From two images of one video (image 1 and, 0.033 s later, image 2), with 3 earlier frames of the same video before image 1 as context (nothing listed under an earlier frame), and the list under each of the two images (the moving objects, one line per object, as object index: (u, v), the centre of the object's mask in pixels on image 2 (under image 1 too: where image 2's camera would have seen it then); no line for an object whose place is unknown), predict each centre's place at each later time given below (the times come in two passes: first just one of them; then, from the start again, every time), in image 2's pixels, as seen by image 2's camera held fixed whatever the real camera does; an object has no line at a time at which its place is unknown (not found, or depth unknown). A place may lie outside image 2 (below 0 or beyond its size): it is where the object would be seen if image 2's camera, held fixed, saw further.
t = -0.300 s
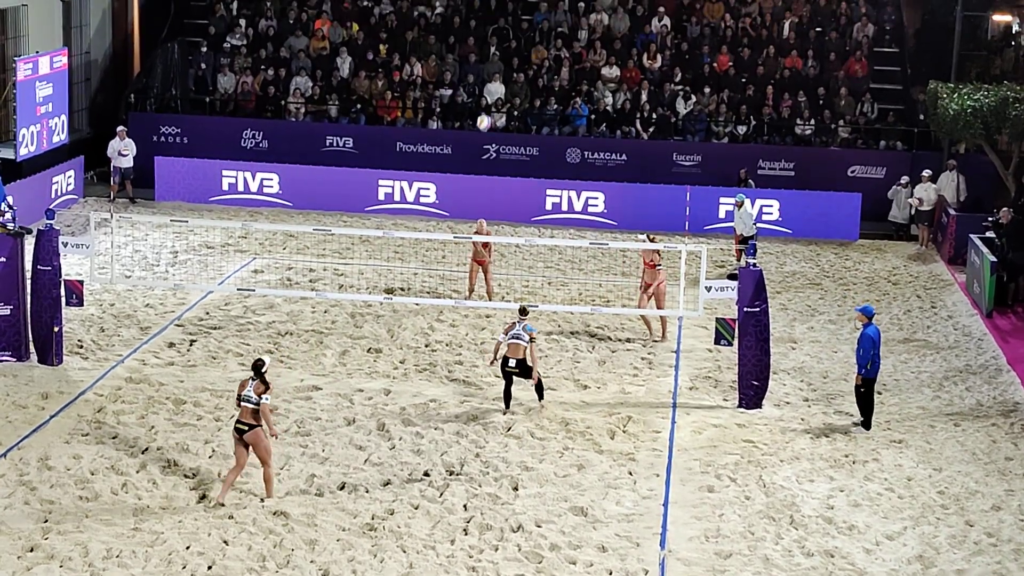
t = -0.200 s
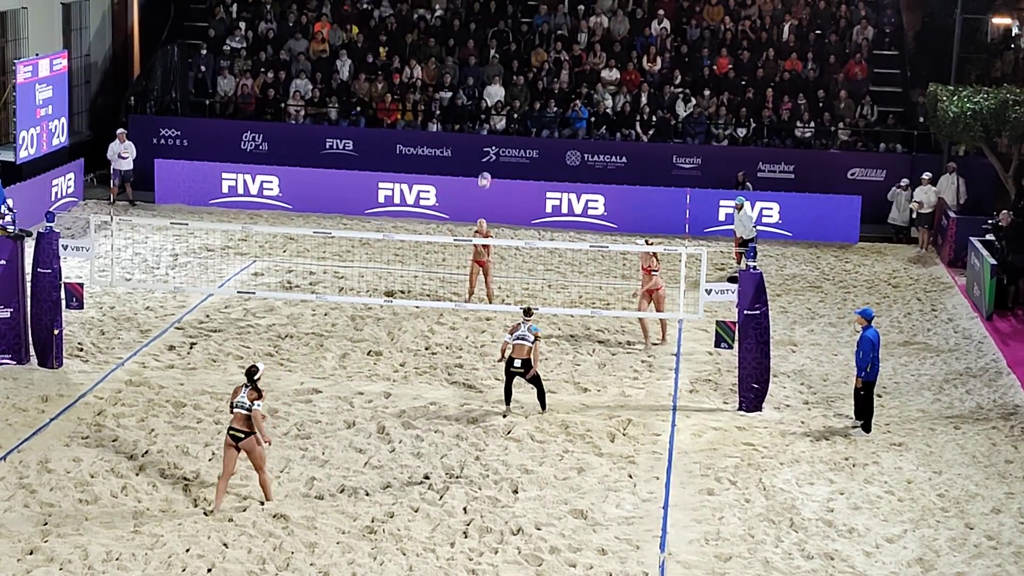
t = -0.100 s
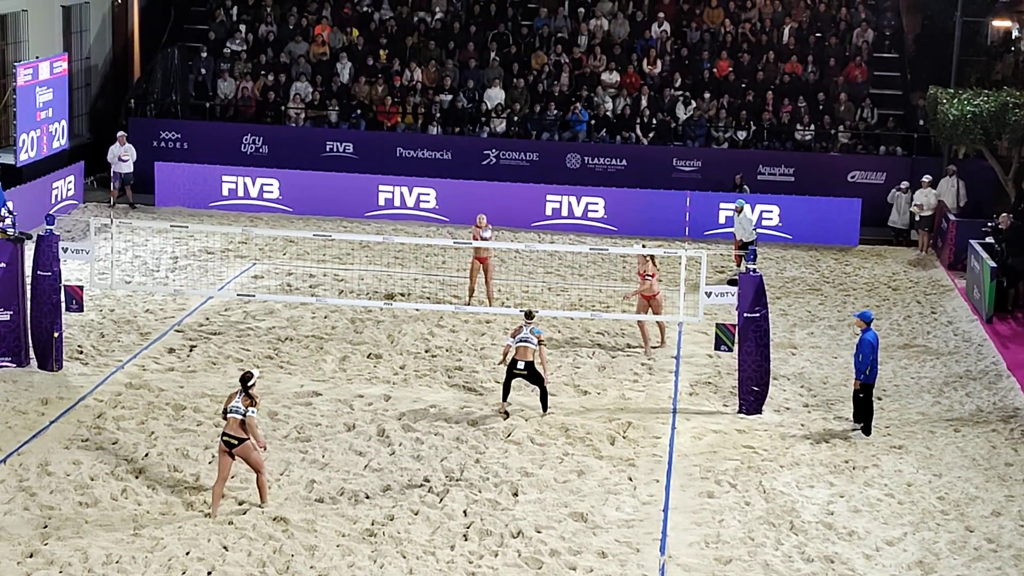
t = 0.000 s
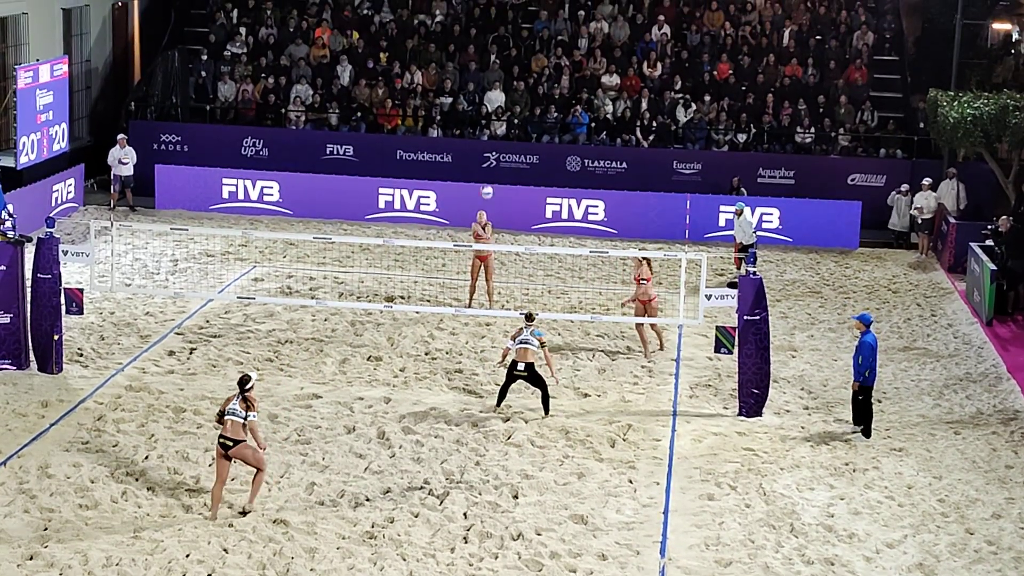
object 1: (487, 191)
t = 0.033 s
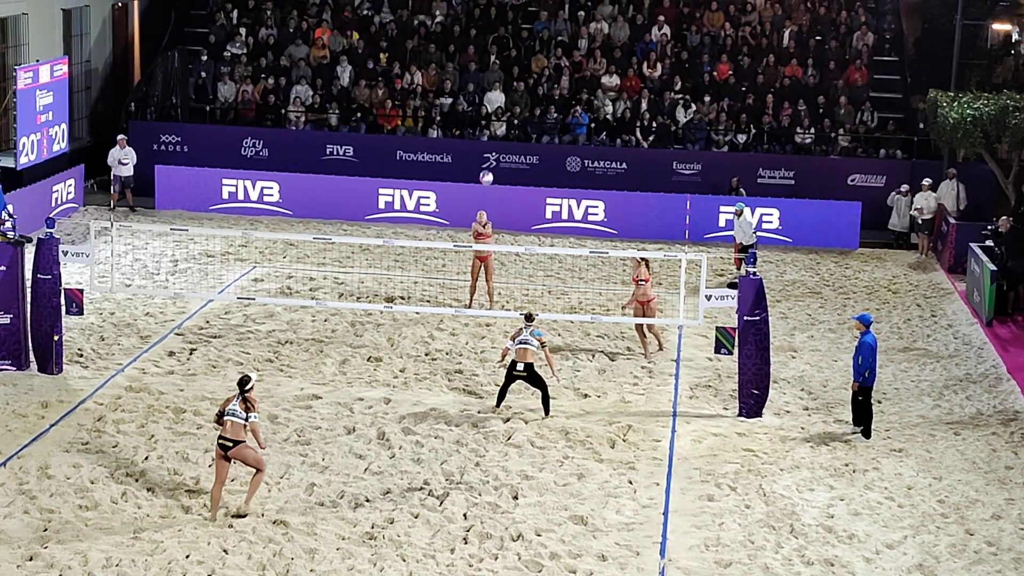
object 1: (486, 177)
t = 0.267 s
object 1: (486, 94)
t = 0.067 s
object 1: (486, 164)
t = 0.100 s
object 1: (487, 150)
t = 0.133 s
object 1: (487, 138)
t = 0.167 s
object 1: (486, 124)
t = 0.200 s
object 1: (486, 113)
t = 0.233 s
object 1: (486, 104)
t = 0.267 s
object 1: (486, 94)
